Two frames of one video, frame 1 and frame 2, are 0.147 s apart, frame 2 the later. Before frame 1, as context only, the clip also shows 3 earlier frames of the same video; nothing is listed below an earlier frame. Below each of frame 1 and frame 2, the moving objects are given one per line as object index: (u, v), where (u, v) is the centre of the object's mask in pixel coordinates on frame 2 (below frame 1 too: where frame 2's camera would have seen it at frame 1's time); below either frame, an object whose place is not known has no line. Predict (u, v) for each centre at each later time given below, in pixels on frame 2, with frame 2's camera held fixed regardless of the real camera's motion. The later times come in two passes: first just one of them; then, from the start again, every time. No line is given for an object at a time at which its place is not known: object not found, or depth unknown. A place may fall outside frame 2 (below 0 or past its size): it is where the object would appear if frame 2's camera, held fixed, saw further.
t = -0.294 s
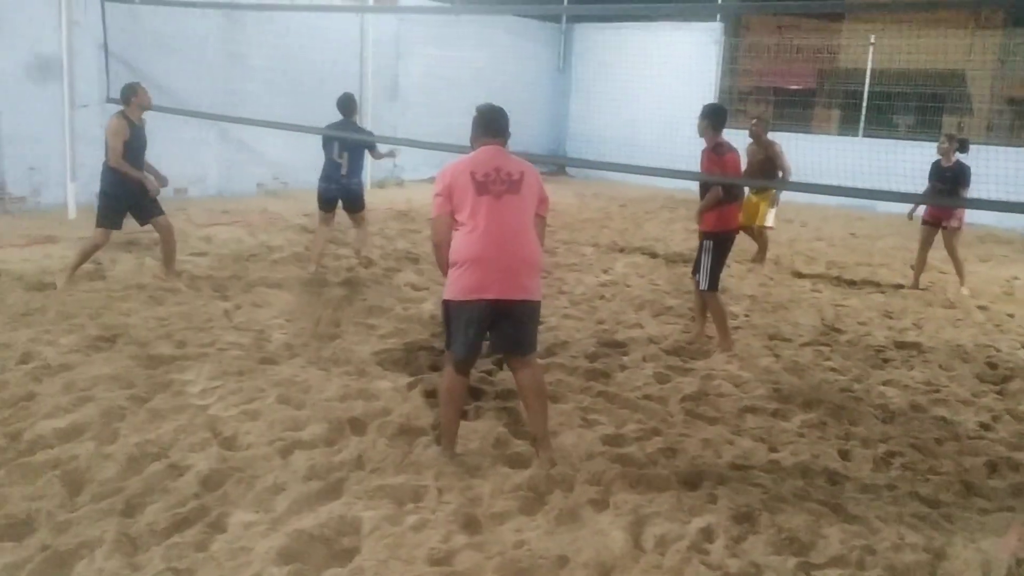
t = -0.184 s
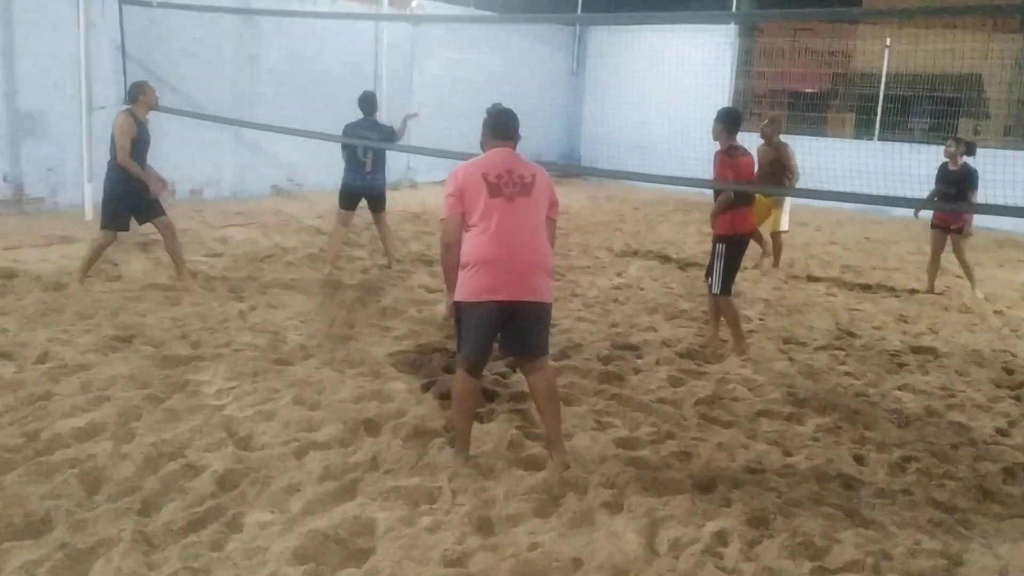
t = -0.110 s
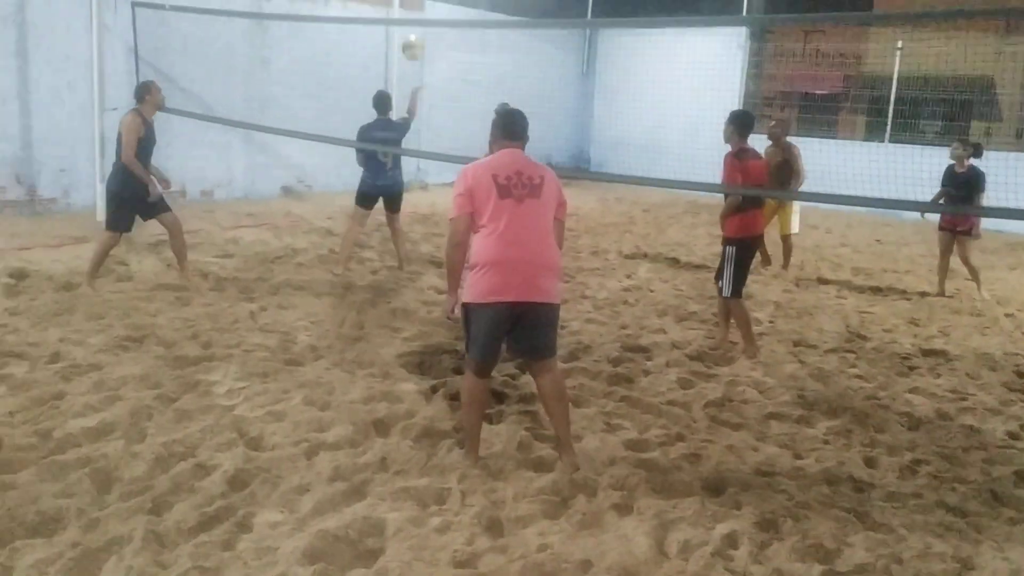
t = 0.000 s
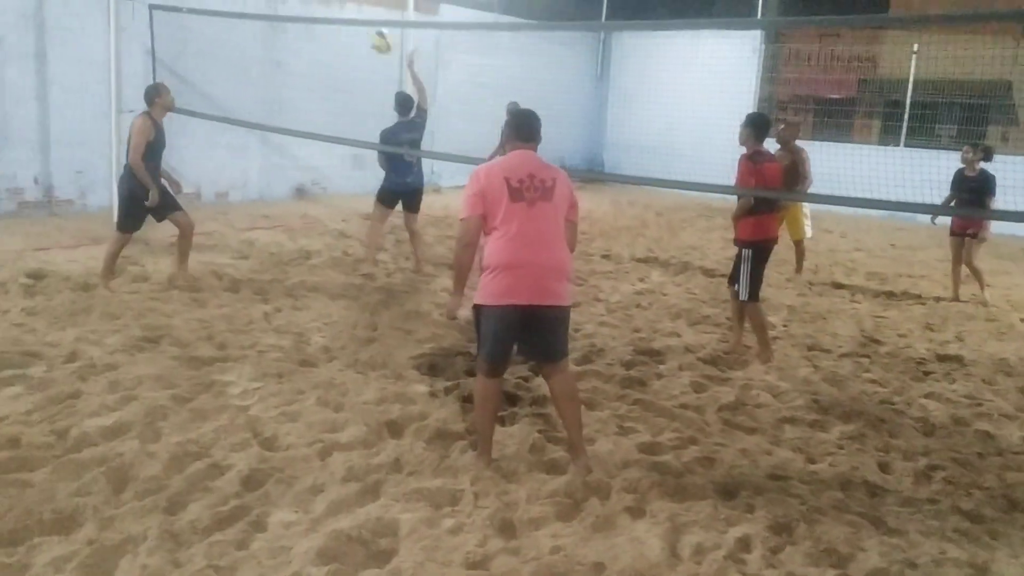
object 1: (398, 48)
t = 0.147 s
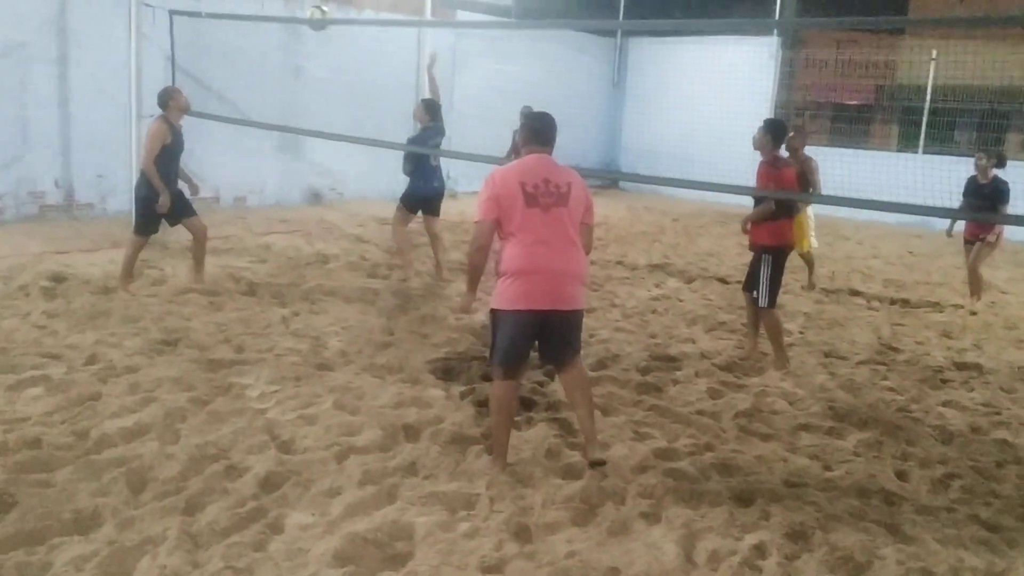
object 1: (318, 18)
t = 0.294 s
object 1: (268, 3)
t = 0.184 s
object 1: (304, 11)
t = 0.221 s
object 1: (292, 7)
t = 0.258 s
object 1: (278, 4)
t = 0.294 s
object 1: (268, 3)
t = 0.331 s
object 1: (256, 2)
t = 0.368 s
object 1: (244, 3)
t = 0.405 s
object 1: (231, 6)
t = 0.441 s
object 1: (219, 10)
